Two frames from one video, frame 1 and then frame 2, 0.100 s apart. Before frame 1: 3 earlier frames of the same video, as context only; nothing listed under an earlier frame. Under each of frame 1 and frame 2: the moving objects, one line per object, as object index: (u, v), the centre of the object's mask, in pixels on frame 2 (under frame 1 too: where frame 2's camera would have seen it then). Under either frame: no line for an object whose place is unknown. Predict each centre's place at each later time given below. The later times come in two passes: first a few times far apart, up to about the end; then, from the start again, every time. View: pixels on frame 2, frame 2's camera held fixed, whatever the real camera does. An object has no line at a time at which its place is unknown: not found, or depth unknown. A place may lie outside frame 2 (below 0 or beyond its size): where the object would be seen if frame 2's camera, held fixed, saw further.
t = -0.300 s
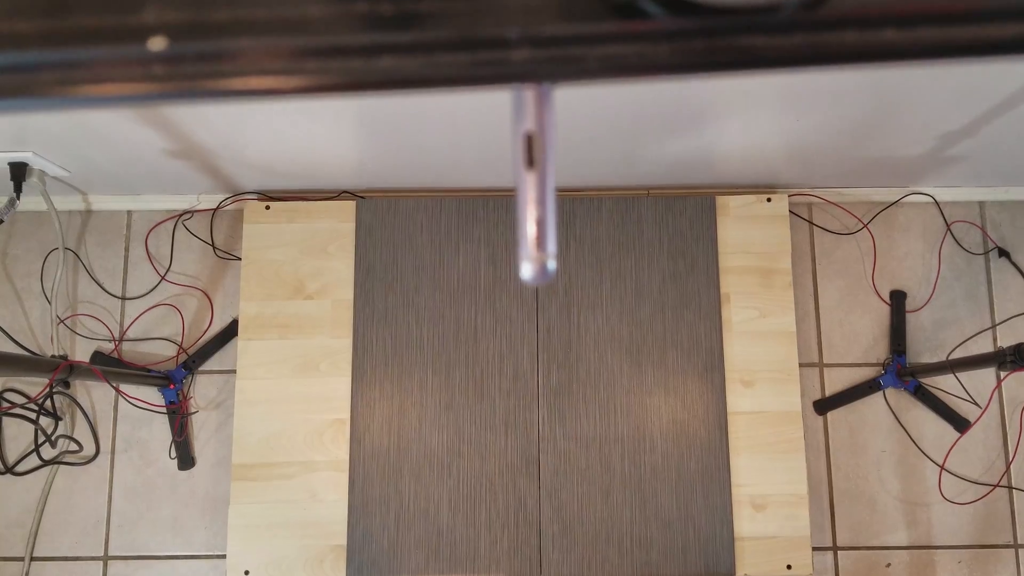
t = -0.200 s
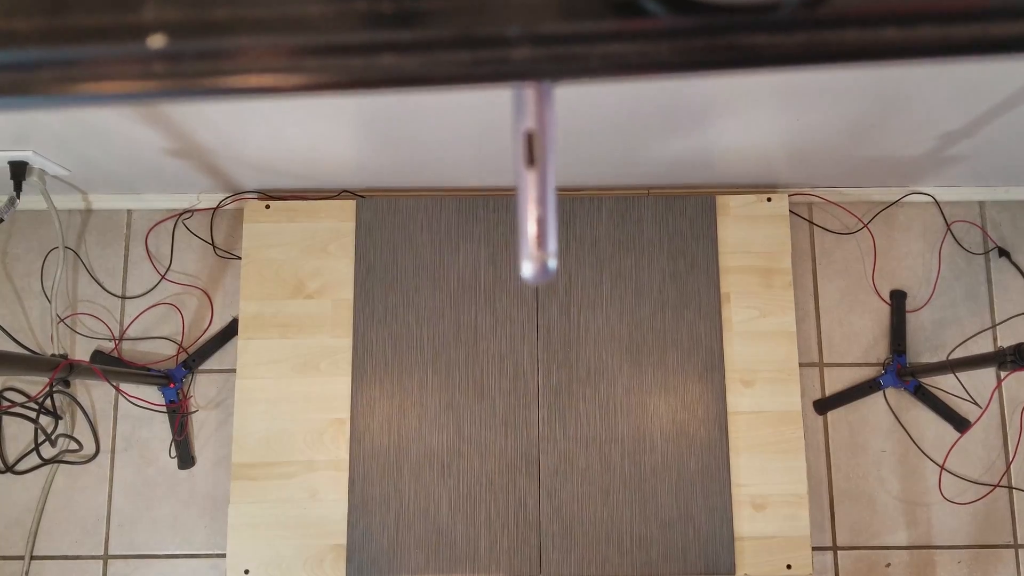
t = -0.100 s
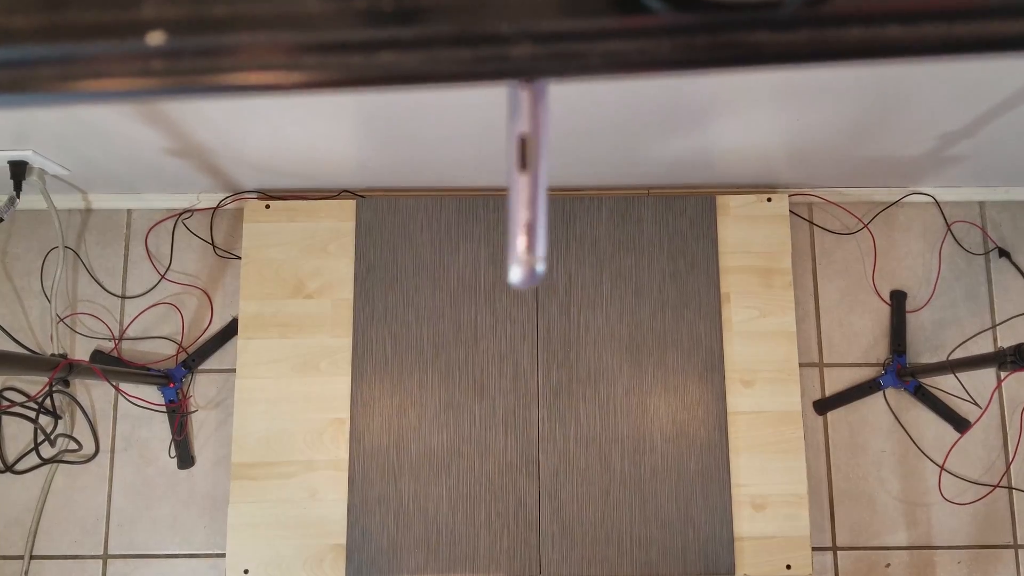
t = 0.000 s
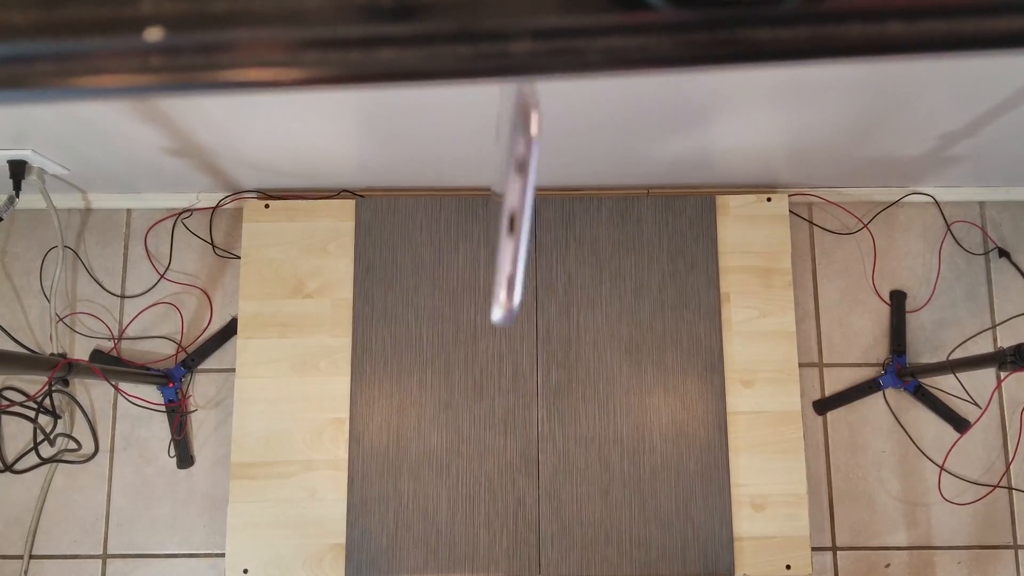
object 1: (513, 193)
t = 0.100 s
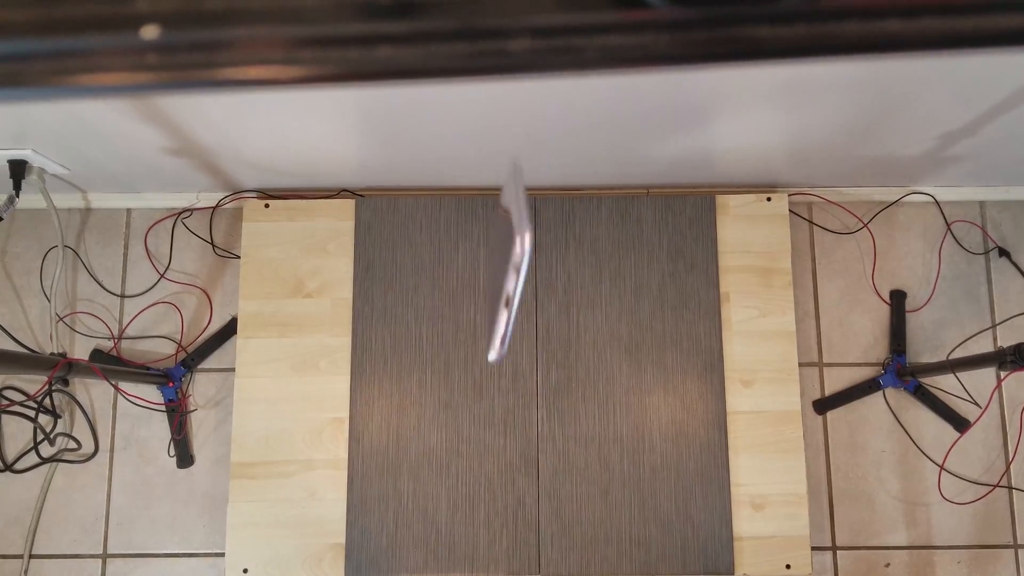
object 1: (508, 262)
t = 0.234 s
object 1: (506, 334)
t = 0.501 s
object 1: (563, 392)
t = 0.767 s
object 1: (659, 427)
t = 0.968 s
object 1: (689, 437)
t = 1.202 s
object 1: (690, 437)
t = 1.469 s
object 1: (690, 437)
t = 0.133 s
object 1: (507, 283)
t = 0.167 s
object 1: (506, 302)
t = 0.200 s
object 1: (506, 319)
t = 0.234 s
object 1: (506, 334)
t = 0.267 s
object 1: (505, 346)
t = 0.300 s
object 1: (506, 354)
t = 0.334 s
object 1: (506, 362)
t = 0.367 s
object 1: (506, 369)
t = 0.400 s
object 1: (512, 377)
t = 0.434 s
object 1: (528, 380)
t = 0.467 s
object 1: (544, 386)
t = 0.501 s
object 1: (563, 392)
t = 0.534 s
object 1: (577, 396)
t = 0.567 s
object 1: (592, 401)
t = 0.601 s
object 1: (606, 405)
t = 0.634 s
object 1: (620, 411)
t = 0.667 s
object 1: (635, 417)
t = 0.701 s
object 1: (642, 421)
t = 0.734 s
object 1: (650, 424)
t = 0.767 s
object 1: (659, 427)
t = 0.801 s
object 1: (666, 429)
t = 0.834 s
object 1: (673, 431)
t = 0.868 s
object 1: (679, 433)
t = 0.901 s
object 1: (684, 435)
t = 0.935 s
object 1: (687, 436)
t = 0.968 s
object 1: (689, 437)
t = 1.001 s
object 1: (690, 437)
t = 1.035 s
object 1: (690, 437)
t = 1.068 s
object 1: (690, 437)
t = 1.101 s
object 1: (690, 437)
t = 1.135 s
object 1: (690, 437)
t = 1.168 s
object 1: (690, 437)
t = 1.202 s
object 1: (690, 437)
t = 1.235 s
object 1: (690, 437)
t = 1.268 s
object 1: (690, 437)
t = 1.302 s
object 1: (690, 437)
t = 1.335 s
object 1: (690, 437)
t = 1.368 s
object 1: (690, 437)
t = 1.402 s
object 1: (690, 437)
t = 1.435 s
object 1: (690, 437)
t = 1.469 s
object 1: (690, 437)
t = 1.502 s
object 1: (690, 437)
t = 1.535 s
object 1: (690, 437)
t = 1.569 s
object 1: (690, 437)
